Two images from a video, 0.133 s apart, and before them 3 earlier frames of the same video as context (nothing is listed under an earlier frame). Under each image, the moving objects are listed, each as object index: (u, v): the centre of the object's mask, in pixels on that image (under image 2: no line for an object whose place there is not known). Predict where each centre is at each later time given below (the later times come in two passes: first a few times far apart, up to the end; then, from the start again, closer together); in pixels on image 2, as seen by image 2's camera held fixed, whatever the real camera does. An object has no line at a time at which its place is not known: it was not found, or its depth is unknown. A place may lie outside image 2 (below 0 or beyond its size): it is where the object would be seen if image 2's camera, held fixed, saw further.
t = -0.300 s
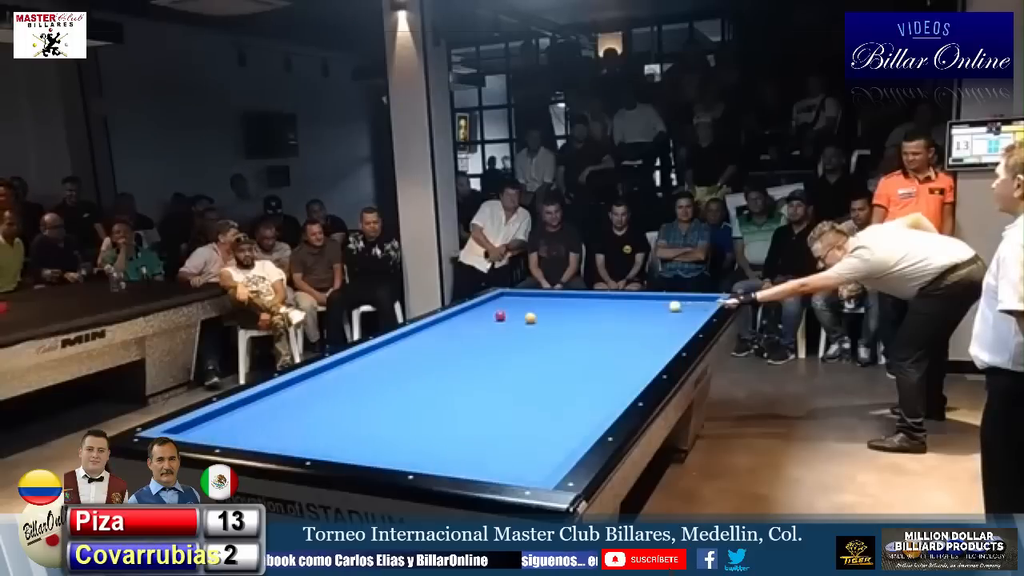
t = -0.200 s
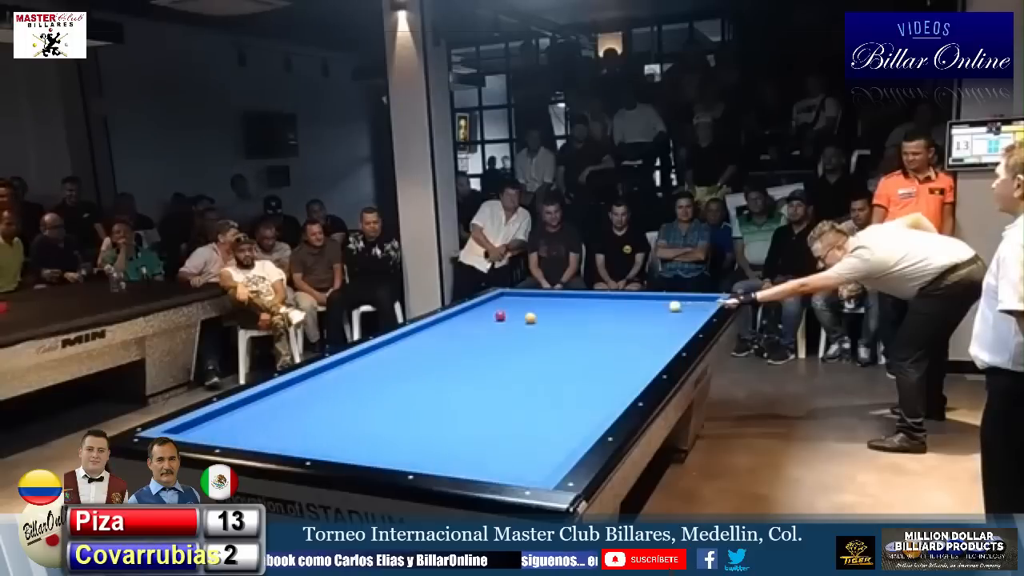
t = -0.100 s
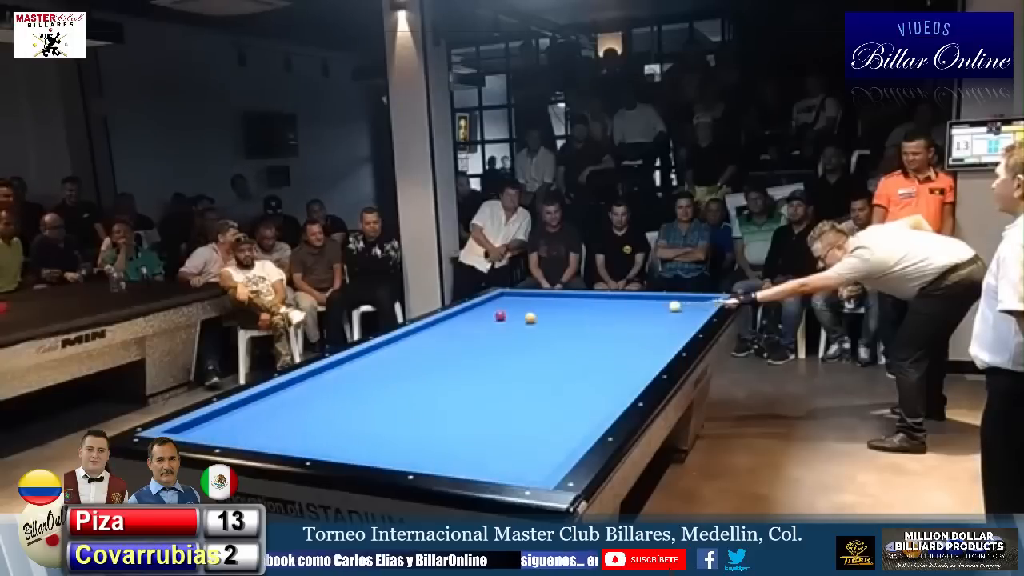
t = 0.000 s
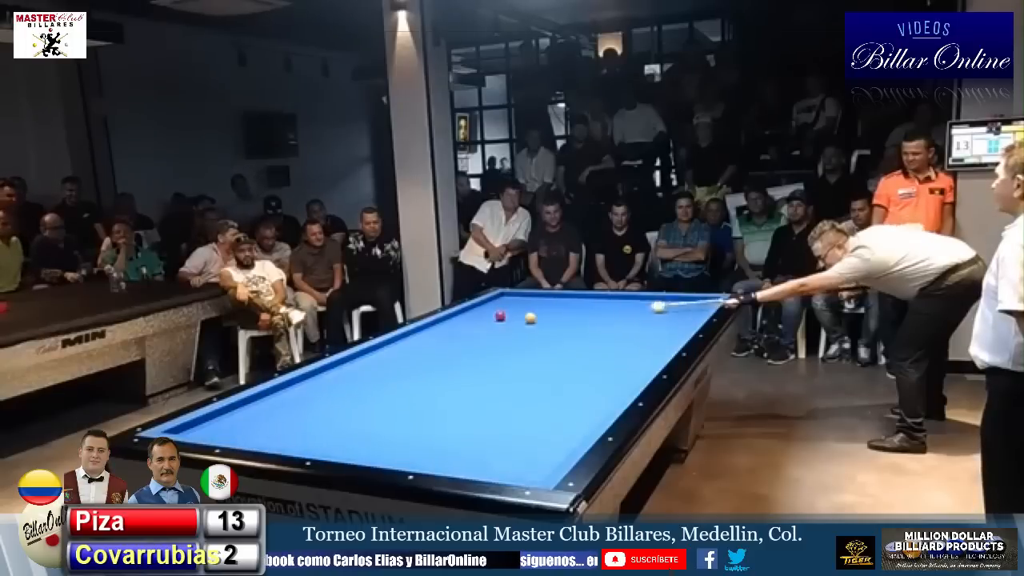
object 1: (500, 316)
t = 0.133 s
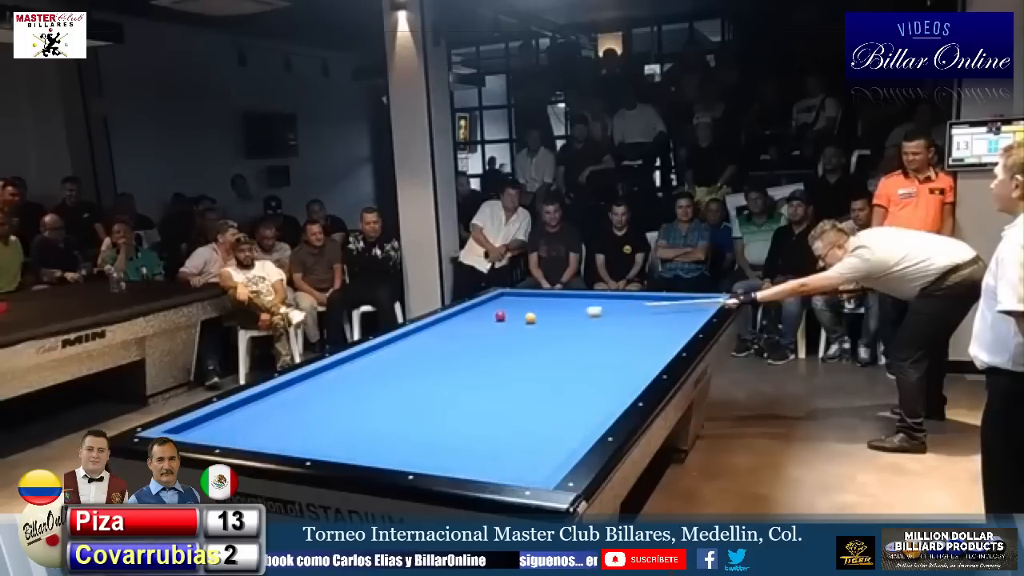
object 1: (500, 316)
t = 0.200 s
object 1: (500, 316)
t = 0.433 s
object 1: (482, 313)
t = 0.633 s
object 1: (472, 310)
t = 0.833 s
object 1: (495, 309)
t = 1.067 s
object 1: (518, 308)
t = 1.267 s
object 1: (538, 307)
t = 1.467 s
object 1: (558, 306)
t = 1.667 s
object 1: (578, 305)
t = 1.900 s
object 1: (600, 304)
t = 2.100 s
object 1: (619, 303)
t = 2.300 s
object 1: (638, 302)
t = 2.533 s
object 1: (659, 300)
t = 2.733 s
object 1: (677, 300)
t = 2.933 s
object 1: (695, 300)
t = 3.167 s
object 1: (712, 299)
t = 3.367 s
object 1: (706, 299)
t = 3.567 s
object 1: (697, 300)
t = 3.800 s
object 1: (687, 300)
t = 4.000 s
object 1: (679, 301)
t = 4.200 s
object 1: (671, 301)
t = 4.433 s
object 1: (662, 302)
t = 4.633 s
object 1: (655, 303)
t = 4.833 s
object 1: (647, 304)
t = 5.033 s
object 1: (641, 304)
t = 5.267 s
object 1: (634, 305)
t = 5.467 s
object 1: (628, 305)
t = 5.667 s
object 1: (622, 306)
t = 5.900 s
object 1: (616, 307)
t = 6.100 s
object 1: (611, 307)
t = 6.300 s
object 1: (607, 307)
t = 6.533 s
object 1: (602, 308)
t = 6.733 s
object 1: (598, 308)
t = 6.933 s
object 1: (595, 308)
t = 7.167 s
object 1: (591, 308)
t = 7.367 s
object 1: (589, 309)
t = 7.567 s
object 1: (586, 309)
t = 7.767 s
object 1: (585, 309)
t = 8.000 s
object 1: (583, 309)
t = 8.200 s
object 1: (582, 309)
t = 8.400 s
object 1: (581, 309)
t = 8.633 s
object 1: (581, 309)
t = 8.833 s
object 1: (581, 310)
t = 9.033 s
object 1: (581, 309)
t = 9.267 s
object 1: (581, 309)
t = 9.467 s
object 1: (581, 309)
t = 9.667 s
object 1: (581, 309)
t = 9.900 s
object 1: (581, 309)
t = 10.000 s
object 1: (581, 309)
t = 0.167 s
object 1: (500, 316)
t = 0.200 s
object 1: (500, 316)
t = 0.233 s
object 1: (500, 316)
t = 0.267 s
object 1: (500, 316)
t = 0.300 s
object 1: (499, 316)
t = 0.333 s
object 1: (495, 315)
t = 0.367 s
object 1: (492, 312)
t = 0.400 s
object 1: (487, 312)
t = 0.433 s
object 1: (482, 313)
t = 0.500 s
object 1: (474, 312)
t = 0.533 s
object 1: (469, 311)
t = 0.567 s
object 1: (465, 311)
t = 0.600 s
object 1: (467, 310)
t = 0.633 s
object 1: (472, 310)
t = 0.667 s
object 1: (477, 310)
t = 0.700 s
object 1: (481, 310)
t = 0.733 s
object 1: (484, 310)
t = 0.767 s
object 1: (487, 310)
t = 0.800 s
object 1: (491, 309)
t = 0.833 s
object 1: (495, 309)
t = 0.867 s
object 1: (498, 309)
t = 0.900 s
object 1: (501, 309)
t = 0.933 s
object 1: (505, 309)
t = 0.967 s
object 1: (508, 309)
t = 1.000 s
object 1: (512, 309)
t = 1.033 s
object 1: (515, 308)
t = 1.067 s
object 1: (518, 308)
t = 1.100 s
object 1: (522, 308)
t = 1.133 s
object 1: (525, 307)
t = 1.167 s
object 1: (529, 307)
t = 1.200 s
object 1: (532, 307)
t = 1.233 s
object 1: (535, 307)
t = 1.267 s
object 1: (538, 307)
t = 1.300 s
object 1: (542, 307)
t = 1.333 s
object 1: (545, 307)
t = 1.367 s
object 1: (548, 307)
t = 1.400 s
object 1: (552, 306)
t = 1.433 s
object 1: (555, 306)
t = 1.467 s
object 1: (558, 306)
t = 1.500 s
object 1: (561, 306)
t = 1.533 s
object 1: (564, 306)
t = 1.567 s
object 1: (568, 305)
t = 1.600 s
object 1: (571, 305)
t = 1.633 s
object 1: (575, 305)
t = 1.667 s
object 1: (578, 305)
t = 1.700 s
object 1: (581, 305)
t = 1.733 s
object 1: (584, 305)
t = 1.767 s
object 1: (587, 305)
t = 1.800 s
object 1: (590, 304)
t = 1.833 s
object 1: (594, 304)
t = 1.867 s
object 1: (597, 304)
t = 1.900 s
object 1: (600, 304)
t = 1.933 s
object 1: (603, 303)
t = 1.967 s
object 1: (607, 303)
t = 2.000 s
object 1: (609, 303)
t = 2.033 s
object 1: (613, 303)
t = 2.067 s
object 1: (616, 303)
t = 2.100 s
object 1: (619, 303)
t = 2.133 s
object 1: (622, 302)
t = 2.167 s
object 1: (625, 302)
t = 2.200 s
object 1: (629, 302)
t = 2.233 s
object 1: (632, 302)
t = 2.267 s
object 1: (635, 302)
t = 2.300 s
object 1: (638, 302)
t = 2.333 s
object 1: (641, 301)
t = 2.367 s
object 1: (644, 301)
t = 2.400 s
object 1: (647, 301)
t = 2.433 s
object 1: (650, 301)
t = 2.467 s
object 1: (653, 301)
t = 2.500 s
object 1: (656, 301)
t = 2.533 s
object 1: (659, 300)
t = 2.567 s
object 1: (662, 300)
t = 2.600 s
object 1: (665, 300)
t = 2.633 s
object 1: (668, 300)
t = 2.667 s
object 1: (671, 300)
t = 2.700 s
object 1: (674, 300)
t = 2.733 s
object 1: (677, 300)
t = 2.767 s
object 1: (680, 300)
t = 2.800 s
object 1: (683, 300)
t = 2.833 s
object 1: (686, 299)
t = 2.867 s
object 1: (689, 299)
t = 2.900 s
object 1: (692, 299)
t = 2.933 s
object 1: (695, 300)
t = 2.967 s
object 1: (698, 299)
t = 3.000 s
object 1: (701, 299)
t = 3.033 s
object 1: (704, 299)
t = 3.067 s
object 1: (706, 299)
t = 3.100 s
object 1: (708, 299)
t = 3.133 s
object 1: (710, 299)
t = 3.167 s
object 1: (712, 299)
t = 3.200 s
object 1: (712, 299)
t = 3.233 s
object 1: (712, 299)
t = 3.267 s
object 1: (711, 299)
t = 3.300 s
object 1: (710, 299)
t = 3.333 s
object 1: (708, 299)
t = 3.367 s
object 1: (706, 299)
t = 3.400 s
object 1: (705, 299)
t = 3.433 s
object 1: (703, 299)
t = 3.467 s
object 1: (702, 299)
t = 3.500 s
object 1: (700, 299)
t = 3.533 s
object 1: (698, 299)
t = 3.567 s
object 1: (697, 300)
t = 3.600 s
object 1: (696, 300)
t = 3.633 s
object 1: (694, 300)
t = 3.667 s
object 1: (693, 300)
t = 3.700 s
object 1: (692, 300)
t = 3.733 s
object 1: (690, 300)
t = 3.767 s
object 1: (689, 300)
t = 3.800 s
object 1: (687, 300)
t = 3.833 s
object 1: (685, 300)
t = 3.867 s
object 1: (685, 300)
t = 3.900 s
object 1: (683, 300)
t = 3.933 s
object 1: (682, 300)
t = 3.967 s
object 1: (680, 301)
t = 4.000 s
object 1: (679, 301)
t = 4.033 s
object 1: (677, 301)
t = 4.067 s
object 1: (676, 301)
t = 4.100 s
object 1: (675, 301)
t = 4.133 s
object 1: (673, 301)
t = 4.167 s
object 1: (672, 301)
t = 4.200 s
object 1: (671, 301)
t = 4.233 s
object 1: (670, 302)
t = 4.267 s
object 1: (668, 302)
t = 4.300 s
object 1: (667, 302)
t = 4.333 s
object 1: (666, 302)
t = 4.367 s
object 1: (665, 302)
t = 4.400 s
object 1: (663, 302)
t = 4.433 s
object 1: (662, 302)
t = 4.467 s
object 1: (661, 302)
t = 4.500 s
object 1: (660, 303)
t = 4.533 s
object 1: (658, 303)
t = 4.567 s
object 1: (657, 303)
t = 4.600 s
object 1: (656, 303)
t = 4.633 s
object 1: (655, 303)
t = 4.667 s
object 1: (654, 303)
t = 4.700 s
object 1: (652, 303)
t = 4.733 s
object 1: (651, 303)
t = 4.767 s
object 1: (650, 304)
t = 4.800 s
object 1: (649, 303)
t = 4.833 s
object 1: (647, 304)
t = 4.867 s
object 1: (646, 304)
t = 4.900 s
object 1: (645, 304)
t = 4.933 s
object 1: (644, 304)
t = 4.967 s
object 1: (643, 304)
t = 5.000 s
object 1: (642, 304)
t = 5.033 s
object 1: (641, 304)
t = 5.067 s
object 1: (640, 304)
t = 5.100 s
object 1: (639, 304)
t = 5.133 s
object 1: (638, 305)
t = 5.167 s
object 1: (637, 305)
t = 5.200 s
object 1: (636, 305)
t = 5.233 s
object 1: (635, 305)
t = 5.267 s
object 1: (634, 305)
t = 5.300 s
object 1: (634, 305)
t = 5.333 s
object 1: (633, 305)
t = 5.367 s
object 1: (633, 305)
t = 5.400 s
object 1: (632, 305)
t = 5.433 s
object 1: (629, 305)
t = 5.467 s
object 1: (628, 305)
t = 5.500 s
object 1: (627, 306)
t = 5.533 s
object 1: (626, 306)
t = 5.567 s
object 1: (625, 306)
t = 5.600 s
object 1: (624, 306)
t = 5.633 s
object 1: (623, 306)
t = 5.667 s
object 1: (622, 306)
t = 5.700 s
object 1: (621, 306)
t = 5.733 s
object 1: (621, 306)
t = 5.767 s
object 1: (620, 306)
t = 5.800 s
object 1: (619, 306)
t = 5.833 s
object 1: (618, 306)
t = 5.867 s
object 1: (617, 306)
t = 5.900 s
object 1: (616, 307)
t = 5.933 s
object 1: (615, 306)
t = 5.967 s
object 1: (614, 307)
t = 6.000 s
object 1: (613, 306)
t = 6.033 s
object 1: (613, 307)
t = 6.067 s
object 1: (612, 307)
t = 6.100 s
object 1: (611, 307)
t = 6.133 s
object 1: (610, 307)
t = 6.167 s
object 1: (609, 307)
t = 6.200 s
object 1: (609, 307)
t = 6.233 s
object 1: (608, 307)
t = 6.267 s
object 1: (607, 307)
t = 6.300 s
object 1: (607, 307)
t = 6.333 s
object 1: (606, 307)
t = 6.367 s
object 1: (605, 307)
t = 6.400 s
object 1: (604, 307)
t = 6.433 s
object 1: (604, 307)
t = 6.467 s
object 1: (603, 307)
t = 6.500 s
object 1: (602, 308)
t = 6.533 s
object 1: (602, 308)
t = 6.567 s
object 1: (601, 308)
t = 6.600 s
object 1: (601, 308)
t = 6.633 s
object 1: (600, 308)
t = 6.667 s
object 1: (599, 308)
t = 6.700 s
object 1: (599, 308)
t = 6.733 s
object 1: (598, 308)
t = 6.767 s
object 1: (598, 308)
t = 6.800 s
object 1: (597, 308)
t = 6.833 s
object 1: (596, 308)
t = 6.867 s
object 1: (595, 308)
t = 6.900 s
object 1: (595, 308)
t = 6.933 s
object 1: (595, 308)
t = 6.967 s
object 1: (594, 308)
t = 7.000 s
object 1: (593, 308)
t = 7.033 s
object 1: (593, 308)
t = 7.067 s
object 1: (592, 308)
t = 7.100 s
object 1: (592, 308)
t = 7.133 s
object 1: (592, 308)
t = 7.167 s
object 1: (591, 308)
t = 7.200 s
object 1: (591, 309)
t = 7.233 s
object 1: (590, 309)
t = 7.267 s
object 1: (590, 309)
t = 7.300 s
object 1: (589, 309)
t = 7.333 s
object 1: (589, 309)
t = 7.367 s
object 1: (589, 309)
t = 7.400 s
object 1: (588, 309)
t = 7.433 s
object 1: (588, 309)
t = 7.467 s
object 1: (587, 309)
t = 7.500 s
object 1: (587, 309)
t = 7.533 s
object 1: (586, 309)
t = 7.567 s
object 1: (586, 309)
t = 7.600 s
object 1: (586, 309)
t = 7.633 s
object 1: (586, 309)
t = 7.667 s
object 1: (586, 309)
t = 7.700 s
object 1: (585, 309)
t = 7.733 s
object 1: (585, 309)
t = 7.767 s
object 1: (585, 309)
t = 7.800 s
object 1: (584, 309)
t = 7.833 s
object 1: (584, 309)
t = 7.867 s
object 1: (583, 309)
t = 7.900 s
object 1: (583, 309)
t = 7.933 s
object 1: (583, 309)
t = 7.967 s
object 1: (583, 309)
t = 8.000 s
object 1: (583, 309)
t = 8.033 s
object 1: (582, 309)
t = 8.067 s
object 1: (582, 309)
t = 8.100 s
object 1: (582, 309)
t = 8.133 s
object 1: (582, 309)
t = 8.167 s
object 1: (582, 309)
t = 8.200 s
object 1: (582, 309)
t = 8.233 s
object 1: (582, 309)
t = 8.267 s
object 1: (581, 309)
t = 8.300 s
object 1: (581, 309)
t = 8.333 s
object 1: (581, 309)
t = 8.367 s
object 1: (581, 309)
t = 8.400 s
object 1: (581, 309)
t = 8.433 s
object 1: (581, 309)
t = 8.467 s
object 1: (581, 309)
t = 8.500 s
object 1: (581, 309)
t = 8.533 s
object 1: (581, 309)
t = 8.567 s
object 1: (581, 309)
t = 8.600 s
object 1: (581, 309)
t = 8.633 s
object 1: (581, 309)
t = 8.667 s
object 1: (581, 309)
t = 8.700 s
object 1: (581, 309)
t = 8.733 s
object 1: (581, 309)
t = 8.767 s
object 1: (581, 309)
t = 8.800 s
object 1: (581, 309)
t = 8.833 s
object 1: (581, 310)
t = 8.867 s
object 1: (581, 310)
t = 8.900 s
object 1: (581, 310)
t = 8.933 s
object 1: (581, 309)
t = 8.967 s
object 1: (581, 309)
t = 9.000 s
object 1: (581, 309)
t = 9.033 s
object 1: (581, 309)
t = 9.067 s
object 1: (581, 309)
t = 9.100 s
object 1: (581, 309)
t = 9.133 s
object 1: (581, 309)
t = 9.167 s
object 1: (581, 310)
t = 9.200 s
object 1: (581, 309)
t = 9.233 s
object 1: (581, 309)
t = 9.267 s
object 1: (581, 309)
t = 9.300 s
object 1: (581, 309)
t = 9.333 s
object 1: (581, 309)
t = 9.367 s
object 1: (581, 309)
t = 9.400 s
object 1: (581, 309)
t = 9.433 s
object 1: (581, 309)
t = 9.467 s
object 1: (581, 309)
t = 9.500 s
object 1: (581, 309)
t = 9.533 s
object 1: (581, 309)
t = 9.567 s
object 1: (581, 309)
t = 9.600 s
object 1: (581, 309)
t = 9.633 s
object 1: (581, 309)
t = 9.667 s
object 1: (581, 309)
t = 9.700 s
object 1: (581, 309)
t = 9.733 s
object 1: (581, 309)
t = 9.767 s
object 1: (581, 309)
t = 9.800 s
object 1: (581, 309)
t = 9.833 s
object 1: (581, 309)
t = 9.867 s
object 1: (581, 309)
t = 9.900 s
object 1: (581, 309)
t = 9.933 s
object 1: (581, 309)
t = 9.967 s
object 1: (581, 309)
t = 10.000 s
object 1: (581, 309)
